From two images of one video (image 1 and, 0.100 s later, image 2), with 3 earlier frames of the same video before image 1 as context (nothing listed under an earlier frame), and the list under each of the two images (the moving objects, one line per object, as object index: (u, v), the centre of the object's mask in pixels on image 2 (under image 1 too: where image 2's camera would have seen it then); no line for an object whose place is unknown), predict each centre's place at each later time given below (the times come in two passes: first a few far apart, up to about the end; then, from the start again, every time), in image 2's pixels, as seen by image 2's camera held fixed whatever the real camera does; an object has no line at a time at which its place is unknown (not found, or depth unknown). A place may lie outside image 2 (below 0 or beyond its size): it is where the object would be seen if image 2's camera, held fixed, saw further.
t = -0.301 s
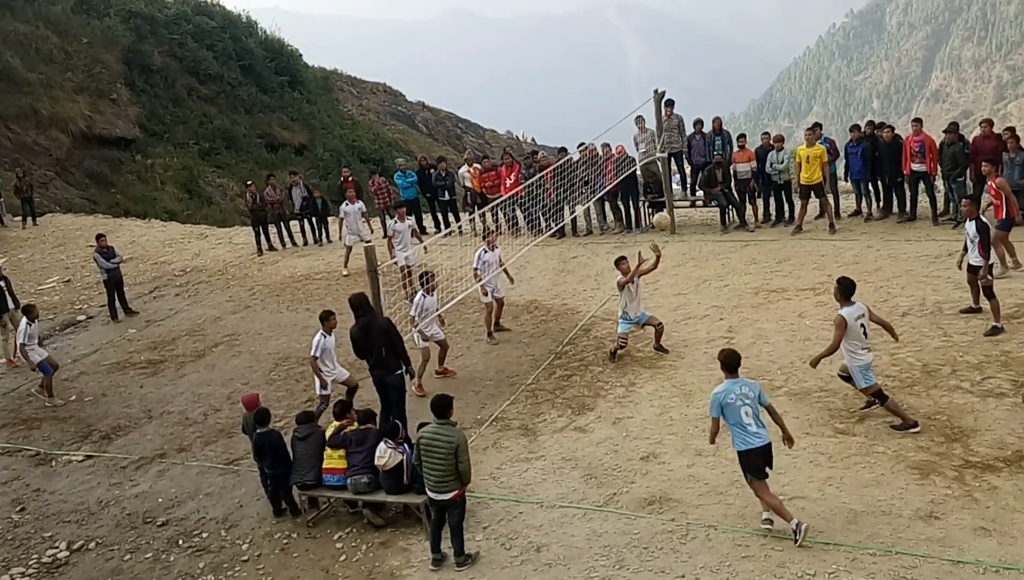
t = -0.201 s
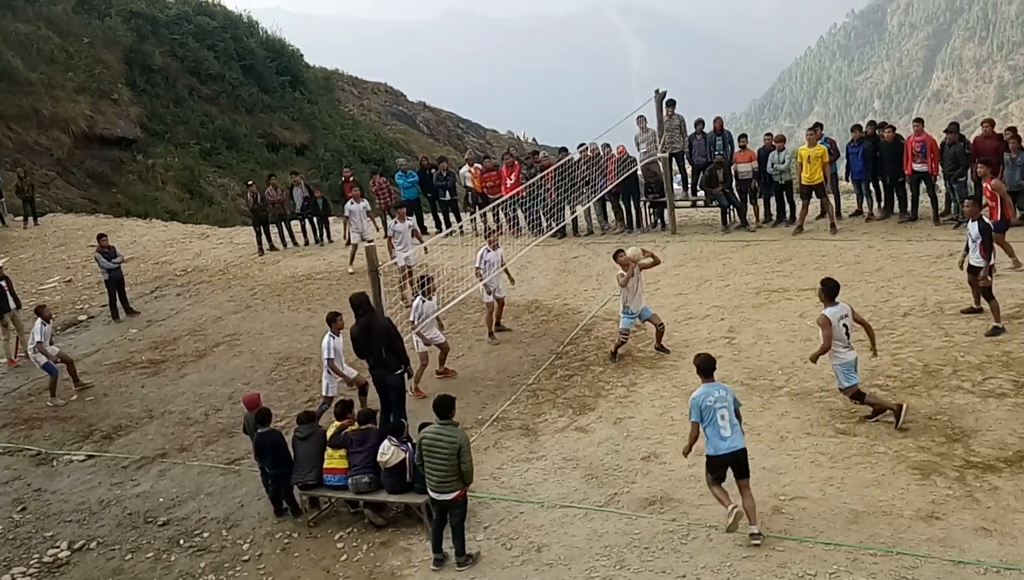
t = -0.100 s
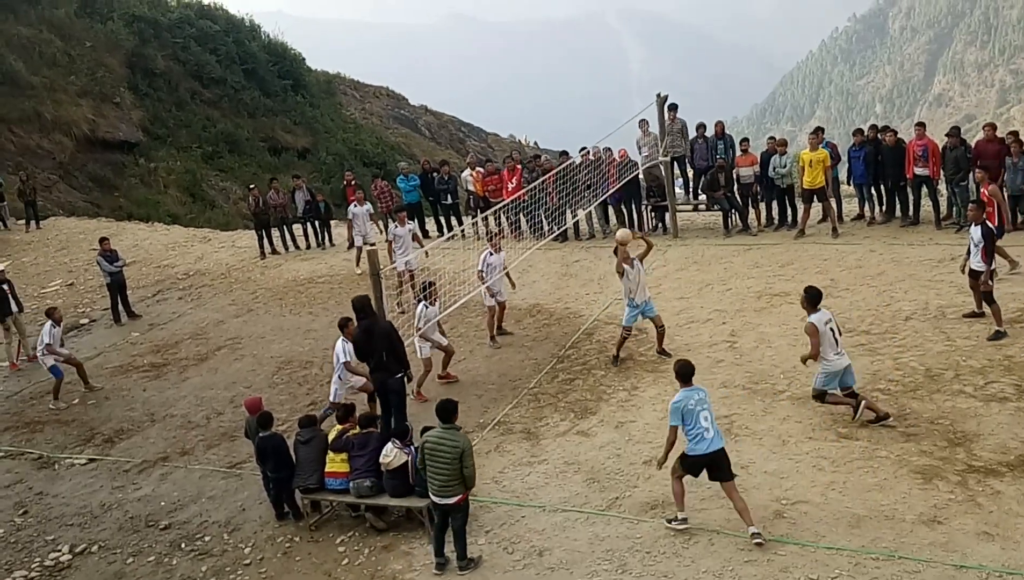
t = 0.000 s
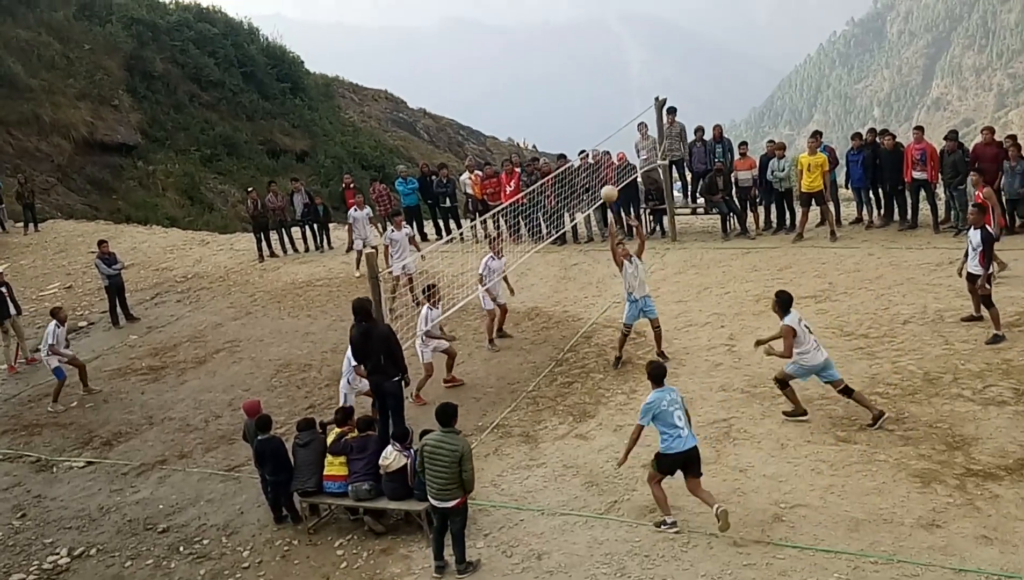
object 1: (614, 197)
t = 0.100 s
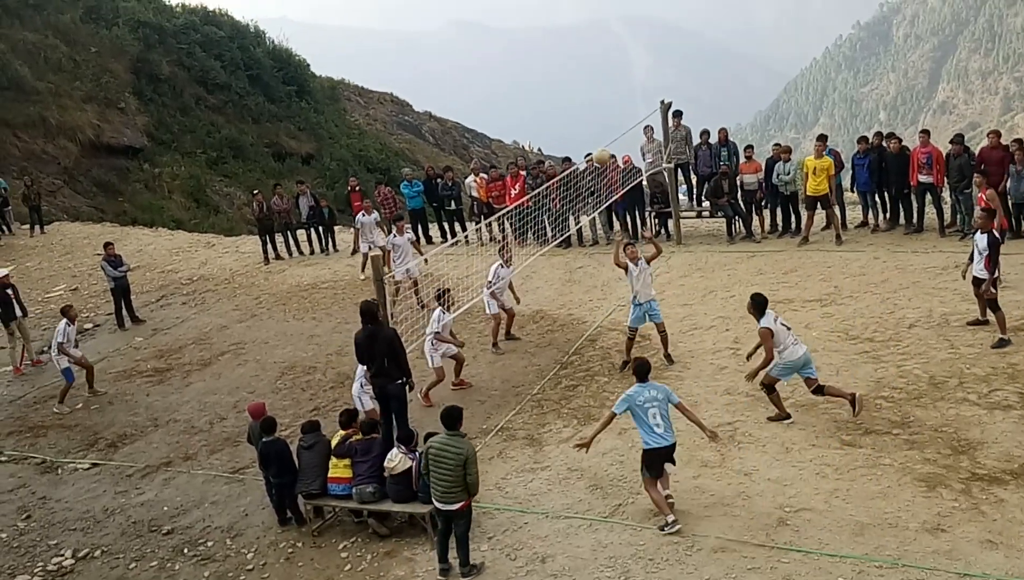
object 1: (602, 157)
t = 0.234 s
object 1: (586, 113)
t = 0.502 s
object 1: (560, 65)
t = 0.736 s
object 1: (542, 76)
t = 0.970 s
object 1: (532, 139)
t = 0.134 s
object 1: (597, 145)
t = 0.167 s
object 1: (593, 133)
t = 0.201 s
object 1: (589, 123)
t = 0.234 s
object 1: (586, 113)
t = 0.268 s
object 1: (582, 104)
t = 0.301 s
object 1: (579, 96)
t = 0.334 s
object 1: (576, 88)
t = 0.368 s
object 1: (572, 82)
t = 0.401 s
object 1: (569, 76)
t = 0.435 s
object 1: (566, 72)
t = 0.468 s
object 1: (563, 68)
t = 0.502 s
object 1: (560, 65)
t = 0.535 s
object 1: (556, 63)
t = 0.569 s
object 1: (554, 63)
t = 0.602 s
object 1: (552, 63)
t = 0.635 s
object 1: (549, 65)
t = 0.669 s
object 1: (547, 67)
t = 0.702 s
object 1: (544, 71)
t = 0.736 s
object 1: (542, 76)
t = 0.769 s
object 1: (540, 81)
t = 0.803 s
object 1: (538, 88)
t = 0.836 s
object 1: (537, 96)
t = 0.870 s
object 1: (536, 105)
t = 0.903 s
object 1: (534, 115)
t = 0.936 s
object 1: (533, 126)
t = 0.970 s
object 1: (532, 139)
